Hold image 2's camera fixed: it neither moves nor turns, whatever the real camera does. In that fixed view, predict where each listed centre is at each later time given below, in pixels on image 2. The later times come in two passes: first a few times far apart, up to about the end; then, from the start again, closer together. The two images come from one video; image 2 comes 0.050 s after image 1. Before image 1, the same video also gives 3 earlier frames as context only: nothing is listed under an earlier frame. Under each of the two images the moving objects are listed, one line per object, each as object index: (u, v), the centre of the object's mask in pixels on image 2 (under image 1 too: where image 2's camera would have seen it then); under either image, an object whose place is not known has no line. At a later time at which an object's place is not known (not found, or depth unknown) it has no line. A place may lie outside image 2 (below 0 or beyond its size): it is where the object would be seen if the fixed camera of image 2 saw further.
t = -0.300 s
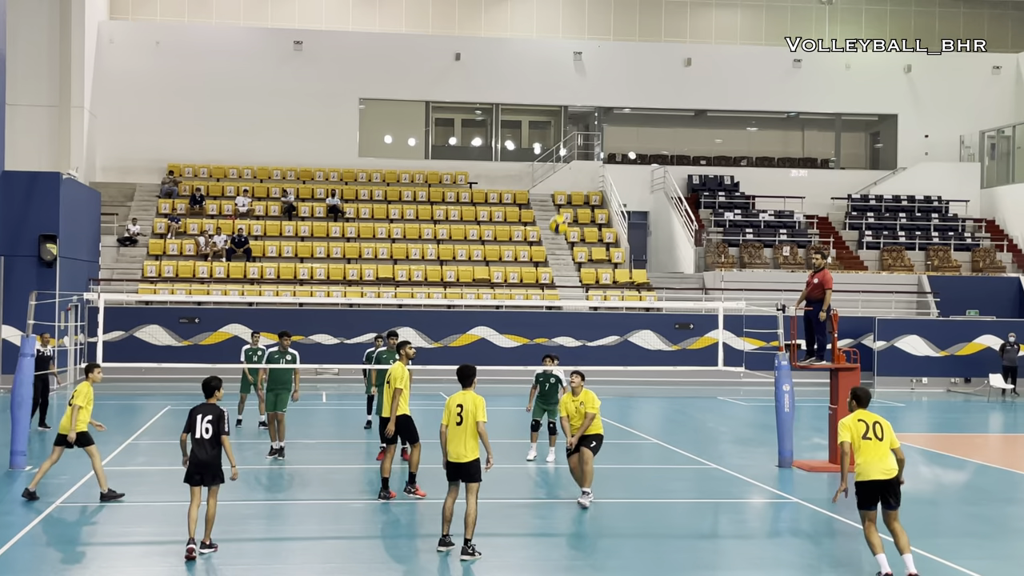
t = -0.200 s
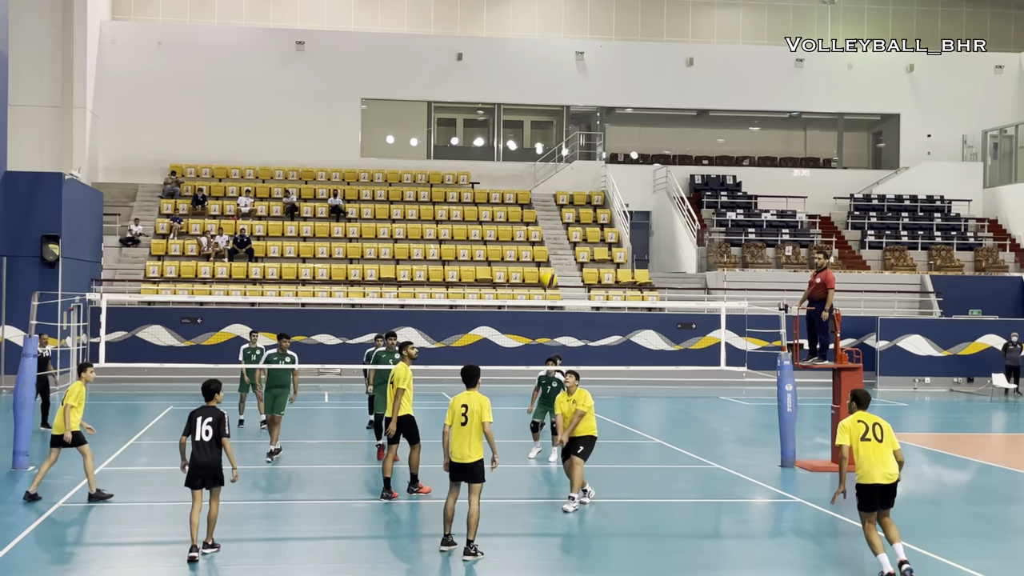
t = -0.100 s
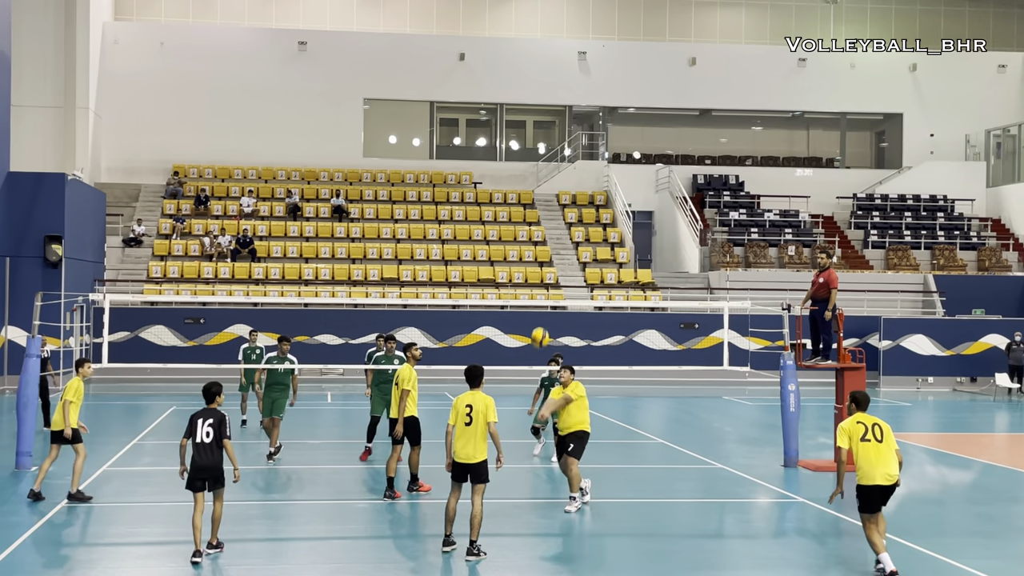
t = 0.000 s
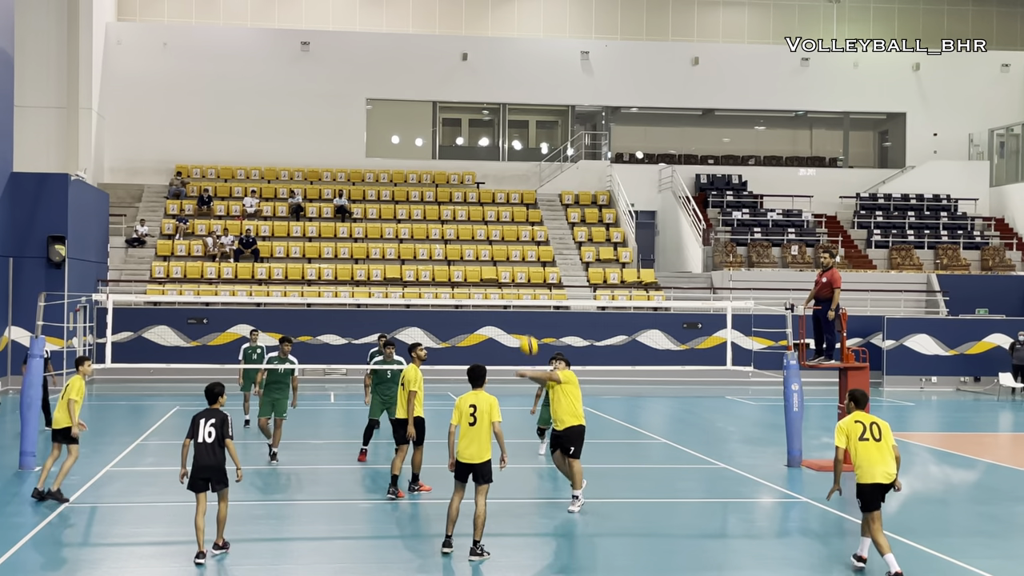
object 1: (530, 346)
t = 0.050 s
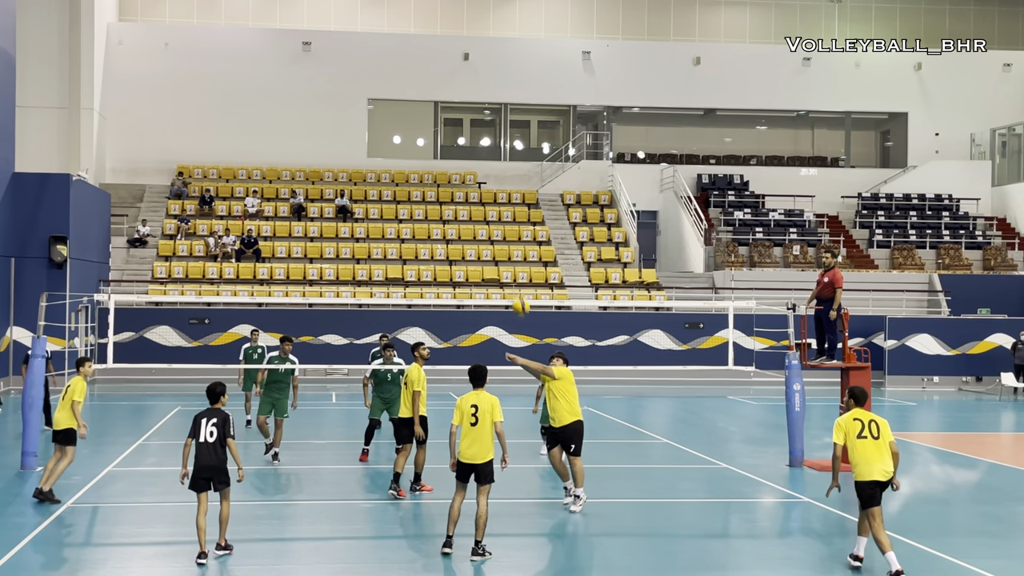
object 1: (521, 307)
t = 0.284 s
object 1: (479, 156)
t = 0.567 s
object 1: (433, 51)
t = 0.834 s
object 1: (390, 17)
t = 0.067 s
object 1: (517, 291)
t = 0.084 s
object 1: (515, 280)
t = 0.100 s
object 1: (511, 267)
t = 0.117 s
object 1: (508, 257)
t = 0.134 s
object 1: (505, 245)
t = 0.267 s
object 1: (482, 164)
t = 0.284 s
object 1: (479, 156)
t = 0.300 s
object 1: (477, 147)
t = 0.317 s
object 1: (474, 139)
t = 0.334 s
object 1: (471, 130)
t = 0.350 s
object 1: (468, 125)
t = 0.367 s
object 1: (466, 117)
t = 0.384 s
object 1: (463, 110)
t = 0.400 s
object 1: (460, 104)
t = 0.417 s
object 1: (457, 97)
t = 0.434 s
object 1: (455, 91)
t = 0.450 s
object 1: (452, 85)
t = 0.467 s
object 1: (449, 79)
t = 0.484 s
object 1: (447, 74)
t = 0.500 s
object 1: (444, 69)
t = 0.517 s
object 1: (441, 64)
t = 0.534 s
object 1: (438, 60)
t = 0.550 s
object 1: (435, 55)
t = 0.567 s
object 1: (433, 51)
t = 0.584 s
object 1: (430, 47)
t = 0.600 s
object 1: (427, 43)
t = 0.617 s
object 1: (425, 40)
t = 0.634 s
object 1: (422, 37)
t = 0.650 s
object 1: (419, 34)
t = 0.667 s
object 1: (417, 31)
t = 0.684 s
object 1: (414, 29)
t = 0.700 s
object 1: (412, 27)
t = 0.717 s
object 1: (409, 25)
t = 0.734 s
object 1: (406, 23)
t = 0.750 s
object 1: (404, 21)
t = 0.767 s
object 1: (401, 20)
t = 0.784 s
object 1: (398, 19)
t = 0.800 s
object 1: (396, 18)
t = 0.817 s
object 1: (393, 17)
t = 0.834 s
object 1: (390, 17)
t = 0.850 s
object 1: (388, 17)
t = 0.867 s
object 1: (386, 17)
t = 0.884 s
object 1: (383, 17)
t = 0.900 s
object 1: (381, 17)
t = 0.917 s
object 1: (378, 18)
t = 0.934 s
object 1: (376, 19)
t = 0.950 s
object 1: (374, 20)
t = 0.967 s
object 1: (371, 21)
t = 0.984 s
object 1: (369, 23)
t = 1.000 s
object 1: (367, 24)
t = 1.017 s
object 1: (364, 26)
